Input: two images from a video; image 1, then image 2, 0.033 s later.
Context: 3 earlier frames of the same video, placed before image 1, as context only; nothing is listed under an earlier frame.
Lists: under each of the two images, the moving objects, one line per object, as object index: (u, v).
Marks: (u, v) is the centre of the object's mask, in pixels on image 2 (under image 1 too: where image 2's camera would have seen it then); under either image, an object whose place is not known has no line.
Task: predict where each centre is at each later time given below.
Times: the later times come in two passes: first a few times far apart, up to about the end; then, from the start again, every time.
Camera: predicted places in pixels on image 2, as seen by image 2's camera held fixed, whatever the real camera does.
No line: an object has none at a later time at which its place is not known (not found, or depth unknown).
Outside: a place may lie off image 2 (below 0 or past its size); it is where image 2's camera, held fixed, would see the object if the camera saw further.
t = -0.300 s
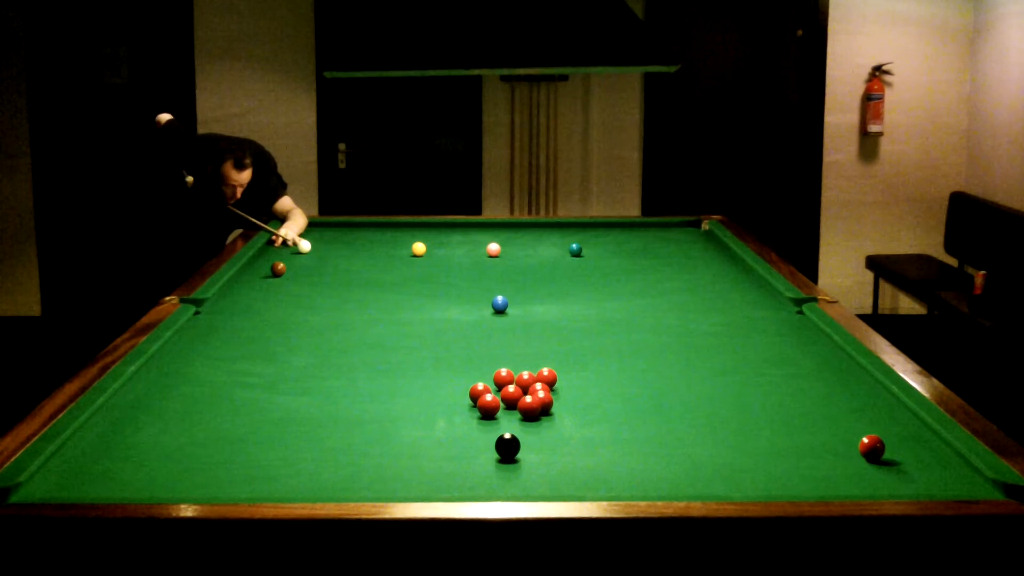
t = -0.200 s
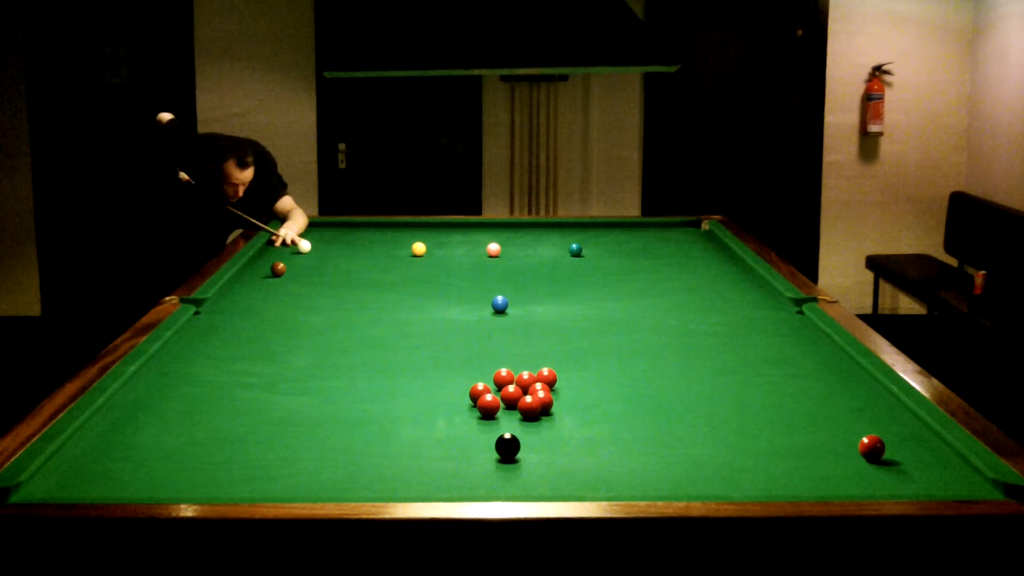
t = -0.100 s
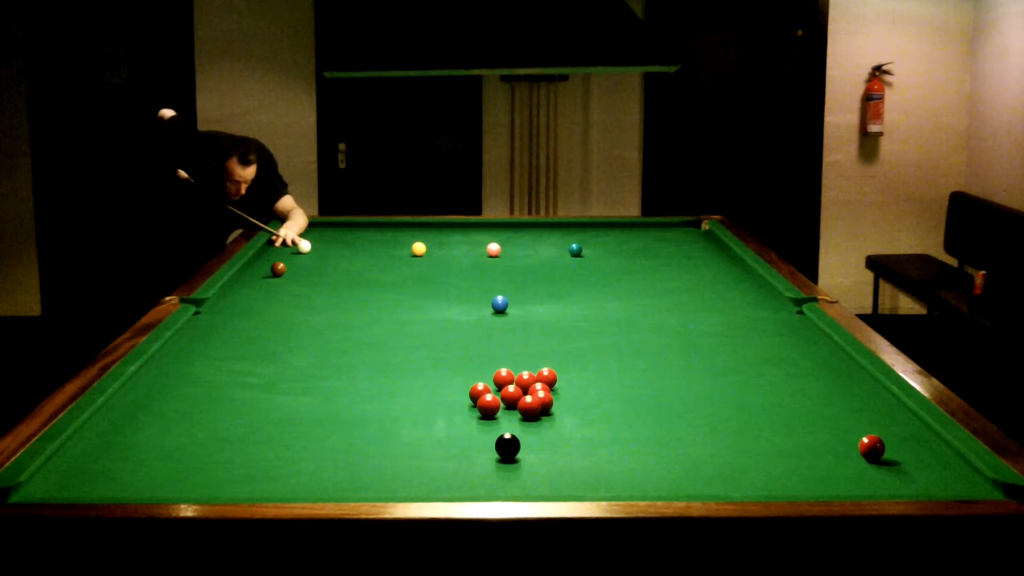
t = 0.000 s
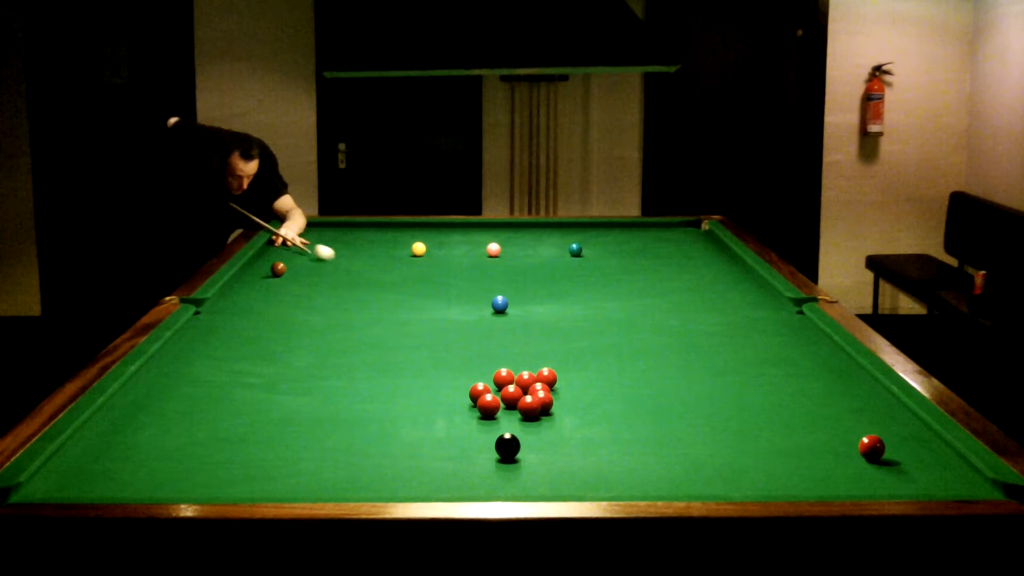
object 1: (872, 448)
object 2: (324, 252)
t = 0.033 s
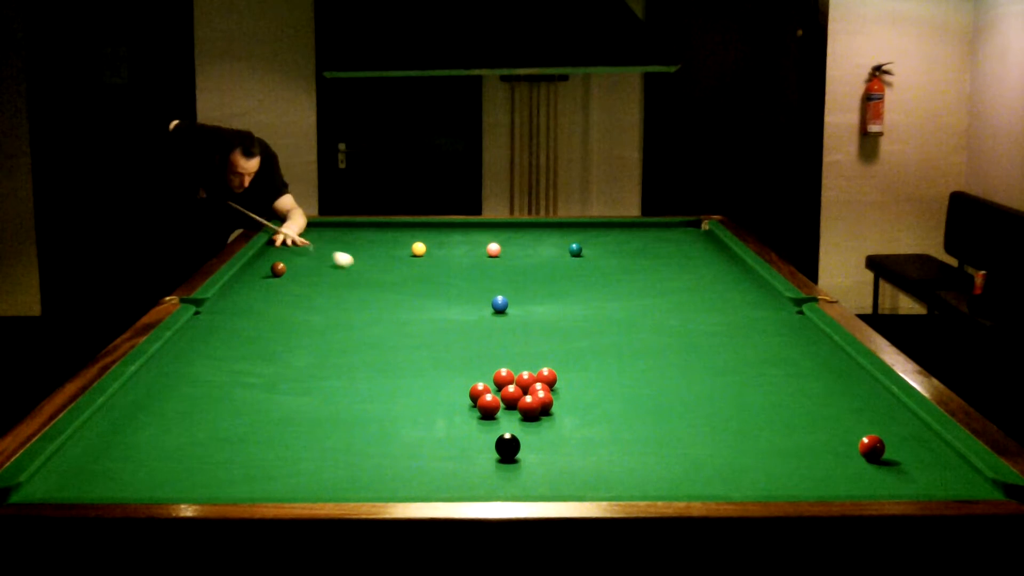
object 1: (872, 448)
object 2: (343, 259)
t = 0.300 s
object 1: (872, 448)
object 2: (517, 321)
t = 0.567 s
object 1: (872, 448)
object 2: (759, 406)
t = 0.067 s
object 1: (872, 448)
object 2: (361, 266)
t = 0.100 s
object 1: (872, 448)
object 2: (381, 273)
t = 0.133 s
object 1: (872, 448)
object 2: (401, 280)
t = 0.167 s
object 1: (872, 448)
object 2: (423, 288)
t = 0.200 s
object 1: (872, 448)
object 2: (445, 296)
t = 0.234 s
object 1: (872, 448)
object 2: (469, 305)
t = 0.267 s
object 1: (872, 448)
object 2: (492, 313)
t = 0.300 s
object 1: (872, 448)
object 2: (517, 321)
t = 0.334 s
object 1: (872, 448)
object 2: (544, 331)
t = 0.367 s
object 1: (872, 448)
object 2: (571, 340)
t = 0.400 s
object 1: (872, 448)
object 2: (599, 350)
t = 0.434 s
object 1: (872, 448)
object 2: (628, 360)
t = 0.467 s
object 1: (872, 448)
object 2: (659, 371)
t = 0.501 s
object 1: (872, 448)
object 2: (691, 382)
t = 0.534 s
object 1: (872, 448)
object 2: (725, 394)
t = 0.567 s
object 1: (872, 448)
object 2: (759, 406)
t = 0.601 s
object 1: (872, 448)
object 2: (796, 419)
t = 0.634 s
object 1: (872, 448)
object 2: (835, 433)
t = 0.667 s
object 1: (900, 453)
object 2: (848, 442)
